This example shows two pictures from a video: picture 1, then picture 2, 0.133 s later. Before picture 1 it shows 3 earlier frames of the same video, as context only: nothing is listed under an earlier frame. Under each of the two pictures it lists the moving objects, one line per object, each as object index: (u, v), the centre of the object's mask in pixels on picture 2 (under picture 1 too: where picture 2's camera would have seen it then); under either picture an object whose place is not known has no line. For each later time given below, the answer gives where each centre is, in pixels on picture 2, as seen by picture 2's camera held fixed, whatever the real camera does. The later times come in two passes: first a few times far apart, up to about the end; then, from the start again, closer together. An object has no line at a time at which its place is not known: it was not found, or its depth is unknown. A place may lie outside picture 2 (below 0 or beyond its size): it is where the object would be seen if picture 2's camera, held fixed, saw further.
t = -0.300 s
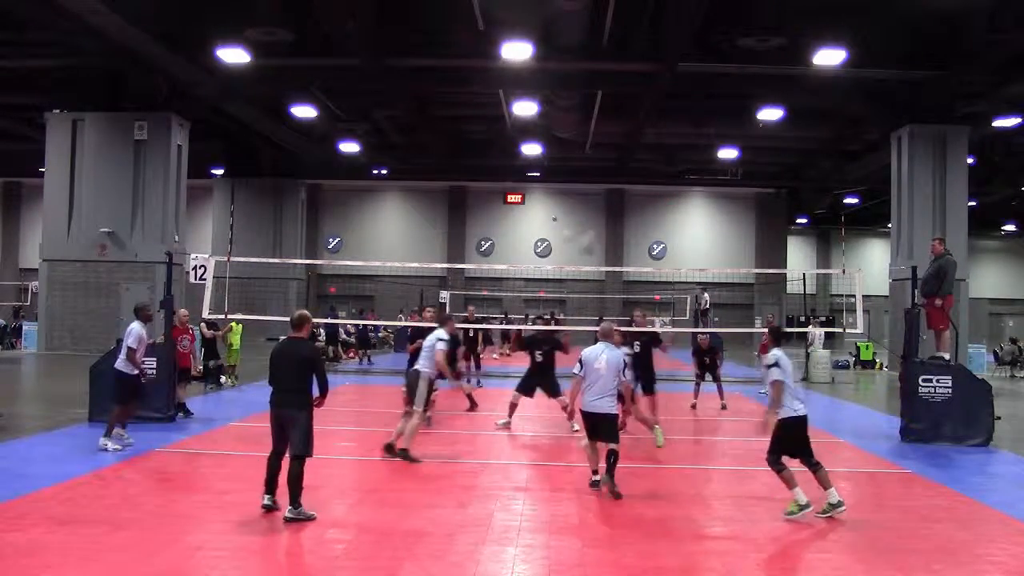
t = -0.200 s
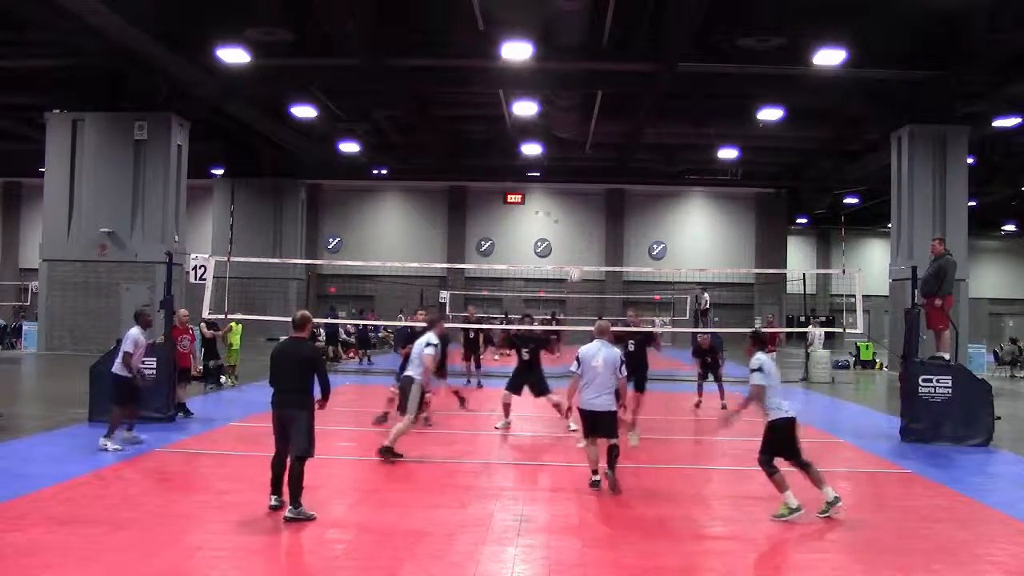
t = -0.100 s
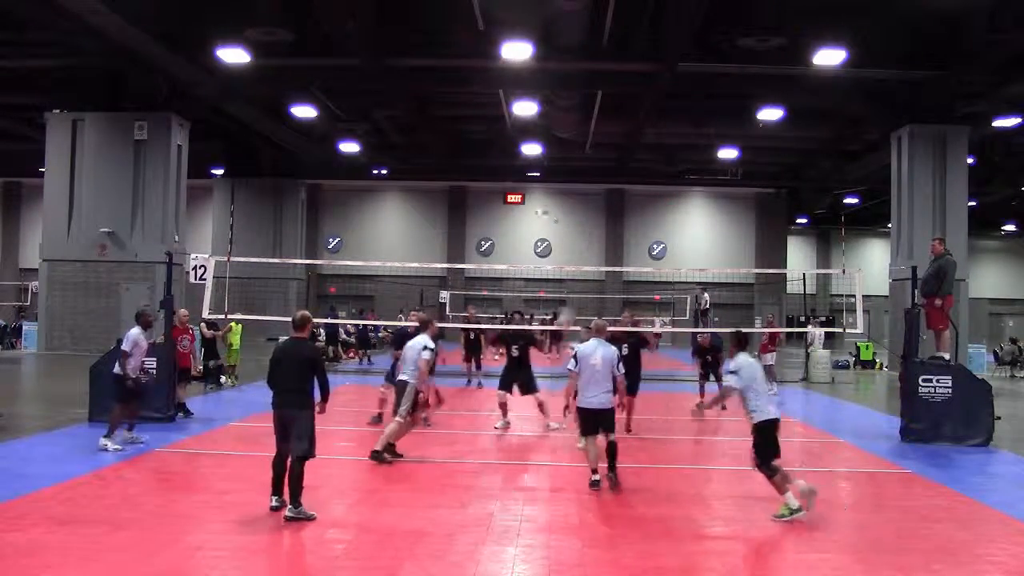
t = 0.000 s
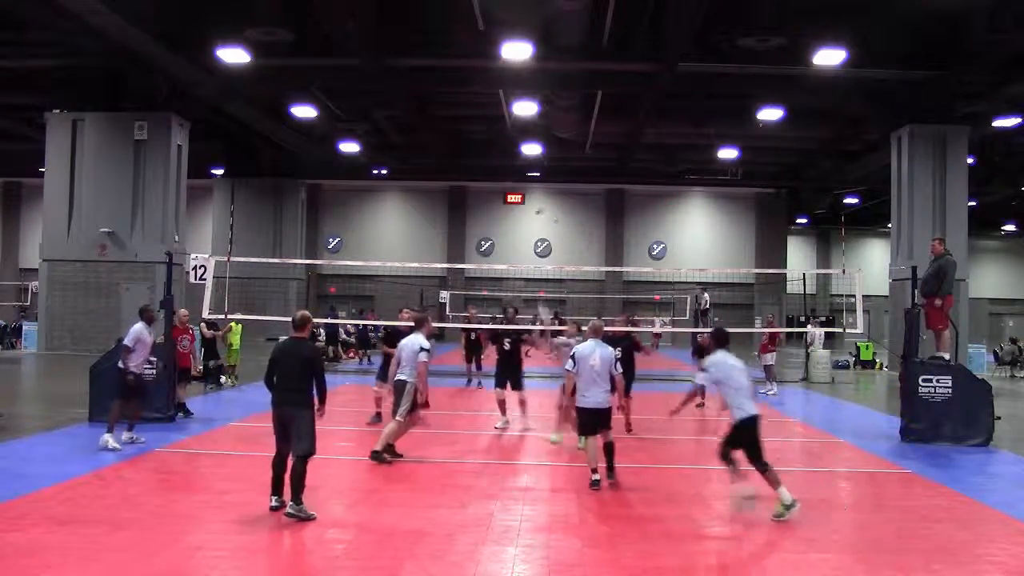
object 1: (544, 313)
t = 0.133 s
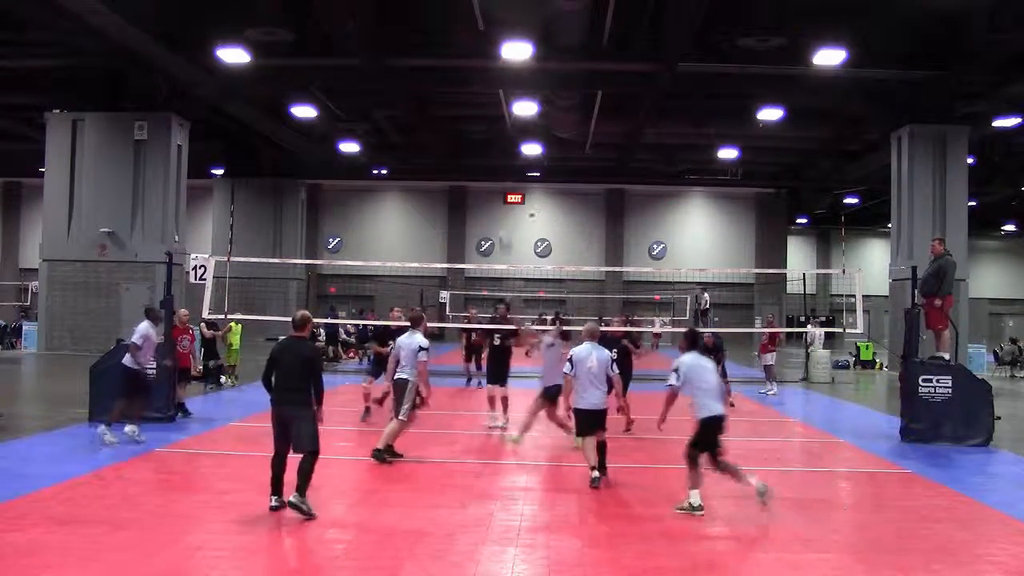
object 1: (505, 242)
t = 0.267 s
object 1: (464, 181)
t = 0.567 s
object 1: (384, 104)
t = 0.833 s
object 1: (317, 90)
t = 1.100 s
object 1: (252, 129)
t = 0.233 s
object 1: (474, 194)
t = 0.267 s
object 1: (464, 181)
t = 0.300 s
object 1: (455, 168)
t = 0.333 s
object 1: (446, 157)
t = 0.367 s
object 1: (437, 146)
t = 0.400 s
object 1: (428, 137)
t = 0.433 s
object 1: (420, 129)
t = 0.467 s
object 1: (410, 121)
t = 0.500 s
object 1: (401, 114)
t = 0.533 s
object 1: (393, 109)
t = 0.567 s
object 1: (384, 104)
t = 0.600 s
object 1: (375, 98)
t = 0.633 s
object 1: (367, 94)
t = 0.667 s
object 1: (358, 92)
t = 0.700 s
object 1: (349, 90)
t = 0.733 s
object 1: (341, 89)
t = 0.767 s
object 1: (332, 88)
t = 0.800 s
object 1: (324, 89)
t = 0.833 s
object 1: (317, 90)
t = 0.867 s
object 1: (308, 92)
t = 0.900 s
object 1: (300, 94)
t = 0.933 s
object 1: (291, 98)
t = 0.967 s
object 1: (283, 102)
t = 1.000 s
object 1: (276, 108)
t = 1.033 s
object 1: (268, 114)
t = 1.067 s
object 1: (261, 120)
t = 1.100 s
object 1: (252, 129)
